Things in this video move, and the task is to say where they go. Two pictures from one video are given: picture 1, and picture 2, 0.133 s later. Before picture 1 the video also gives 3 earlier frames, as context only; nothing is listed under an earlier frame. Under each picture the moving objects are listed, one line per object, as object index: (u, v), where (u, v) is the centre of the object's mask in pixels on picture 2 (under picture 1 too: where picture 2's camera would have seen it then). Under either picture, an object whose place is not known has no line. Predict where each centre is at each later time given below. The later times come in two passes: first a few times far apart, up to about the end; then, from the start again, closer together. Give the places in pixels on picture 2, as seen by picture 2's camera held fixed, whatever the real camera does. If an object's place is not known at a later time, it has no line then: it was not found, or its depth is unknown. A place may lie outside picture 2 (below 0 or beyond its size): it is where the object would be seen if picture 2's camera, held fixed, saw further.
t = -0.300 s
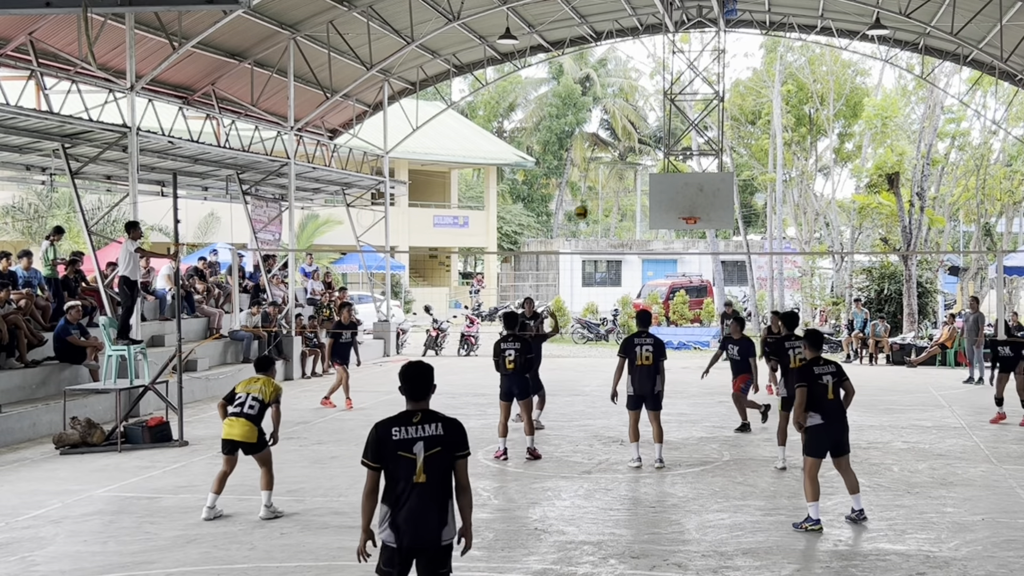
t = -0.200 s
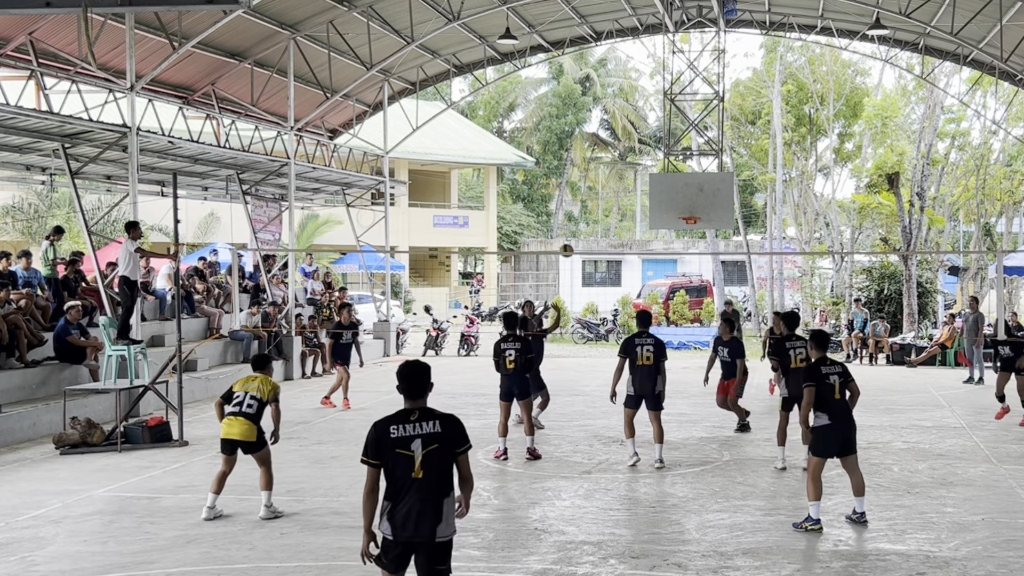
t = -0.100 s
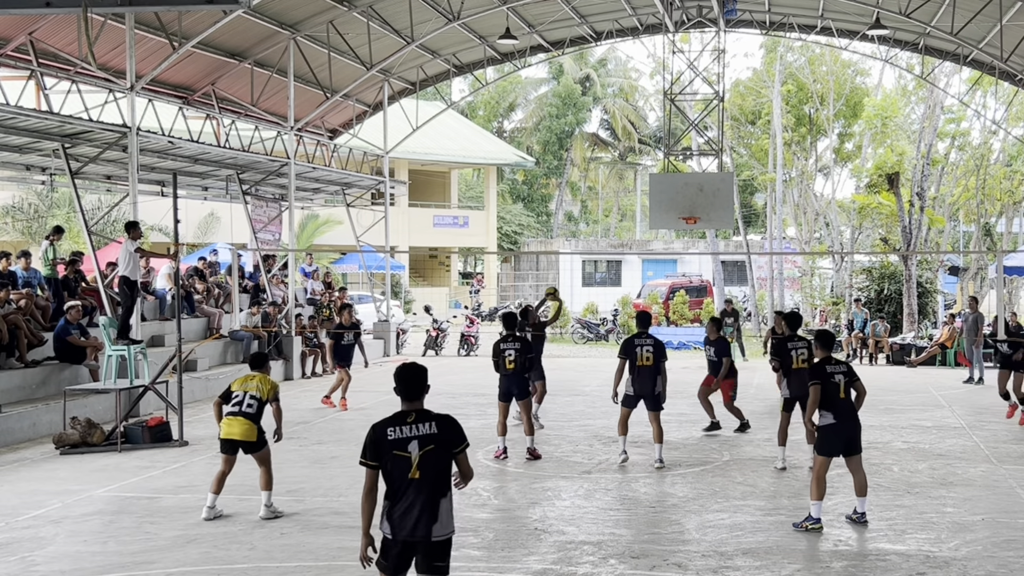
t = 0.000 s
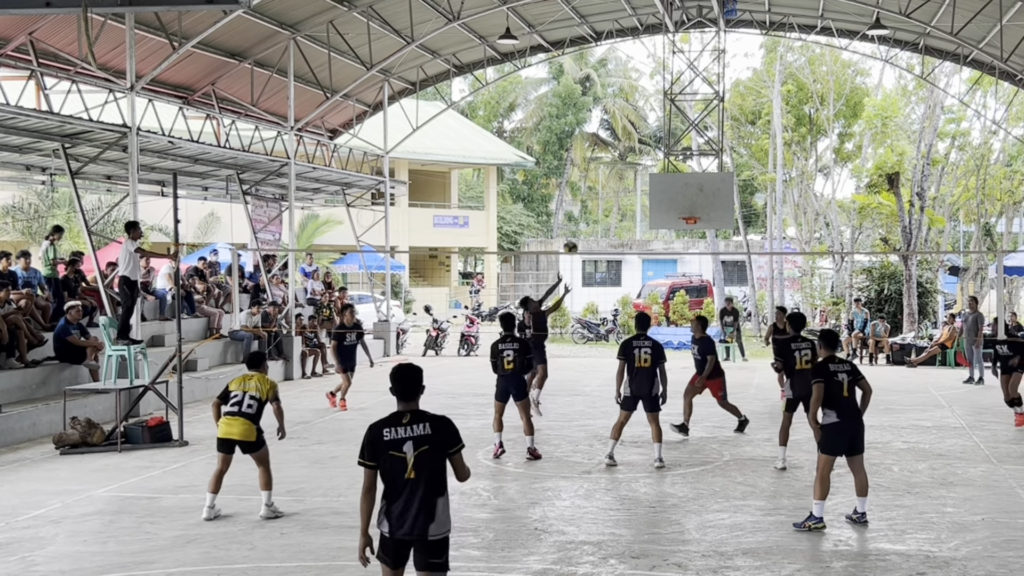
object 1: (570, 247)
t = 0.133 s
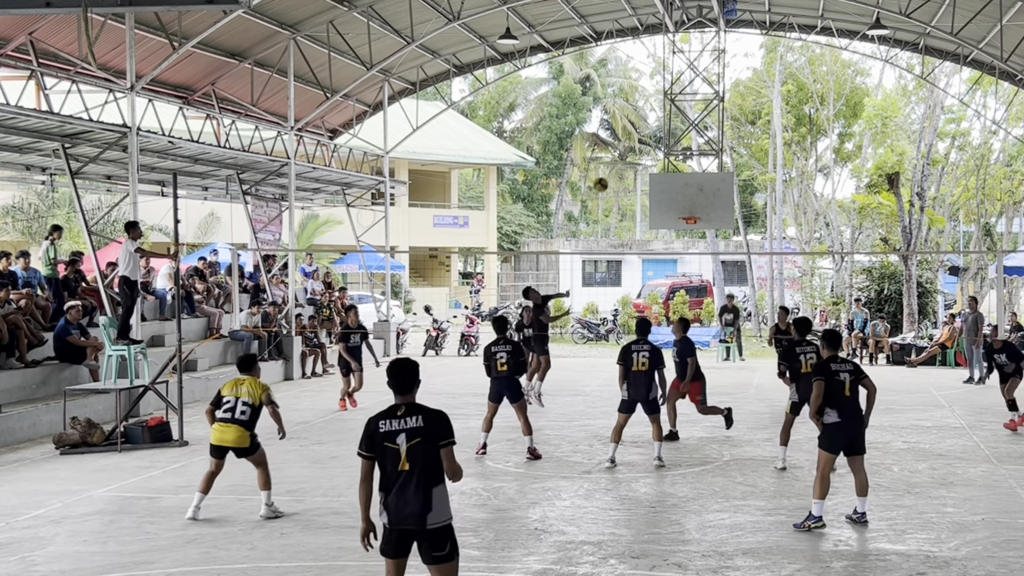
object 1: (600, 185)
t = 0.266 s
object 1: (630, 133)
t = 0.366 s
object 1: (653, 102)
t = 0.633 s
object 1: (715, 55)
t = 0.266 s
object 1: (630, 133)
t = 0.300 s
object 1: (638, 122)
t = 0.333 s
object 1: (645, 112)
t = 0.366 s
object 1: (653, 102)
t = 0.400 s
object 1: (660, 94)
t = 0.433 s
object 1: (668, 86)
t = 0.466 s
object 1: (676, 78)
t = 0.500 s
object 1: (684, 72)
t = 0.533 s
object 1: (692, 66)
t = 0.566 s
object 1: (699, 62)
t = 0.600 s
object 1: (707, 58)
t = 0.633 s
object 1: (715, 55)
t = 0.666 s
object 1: (723, 53)
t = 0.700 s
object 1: (731, 52)
